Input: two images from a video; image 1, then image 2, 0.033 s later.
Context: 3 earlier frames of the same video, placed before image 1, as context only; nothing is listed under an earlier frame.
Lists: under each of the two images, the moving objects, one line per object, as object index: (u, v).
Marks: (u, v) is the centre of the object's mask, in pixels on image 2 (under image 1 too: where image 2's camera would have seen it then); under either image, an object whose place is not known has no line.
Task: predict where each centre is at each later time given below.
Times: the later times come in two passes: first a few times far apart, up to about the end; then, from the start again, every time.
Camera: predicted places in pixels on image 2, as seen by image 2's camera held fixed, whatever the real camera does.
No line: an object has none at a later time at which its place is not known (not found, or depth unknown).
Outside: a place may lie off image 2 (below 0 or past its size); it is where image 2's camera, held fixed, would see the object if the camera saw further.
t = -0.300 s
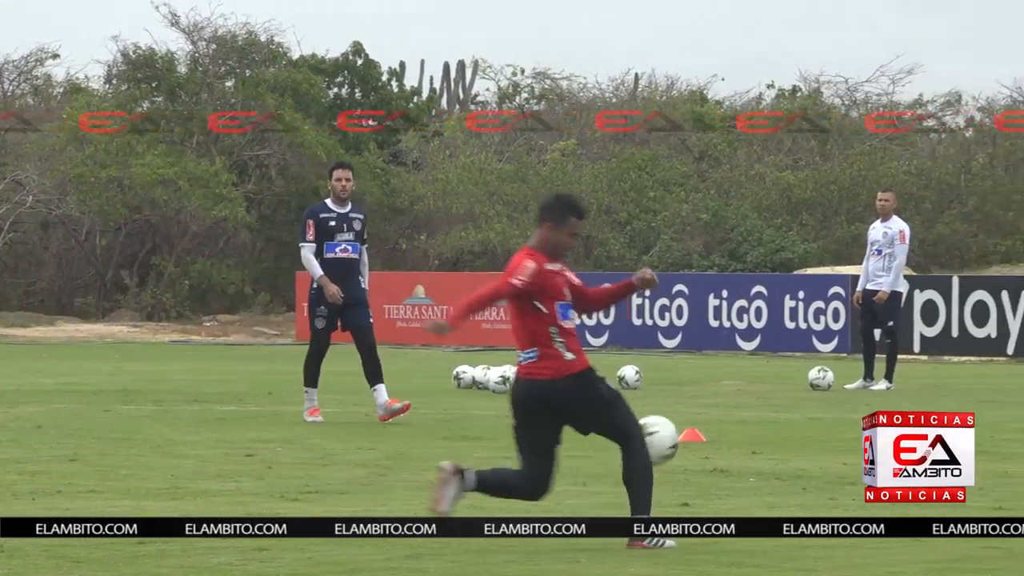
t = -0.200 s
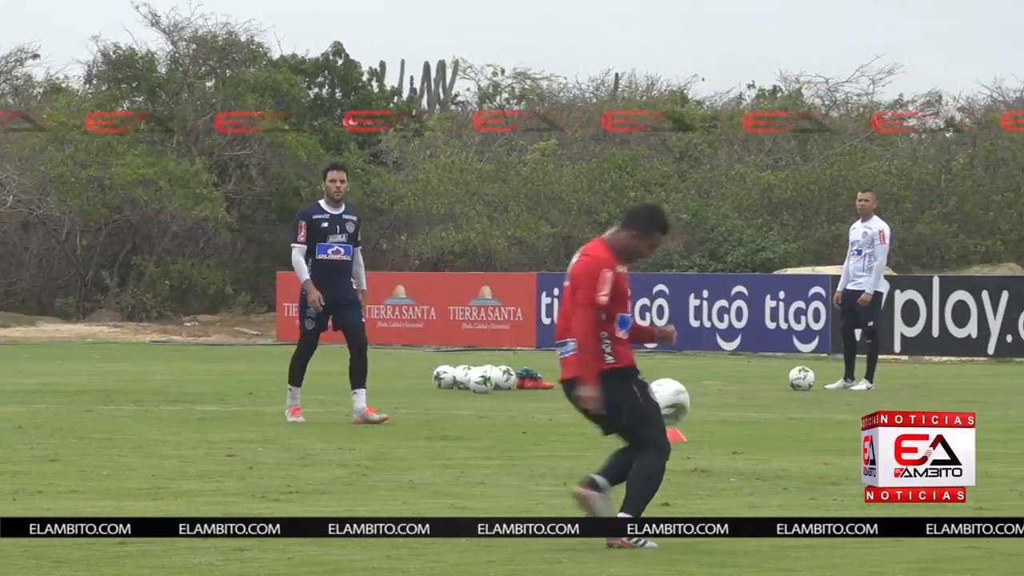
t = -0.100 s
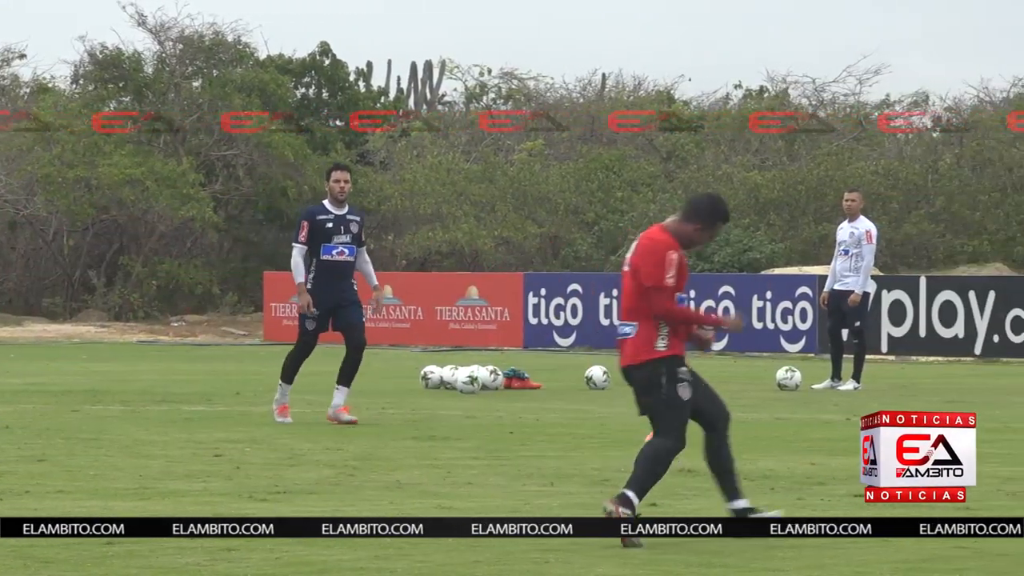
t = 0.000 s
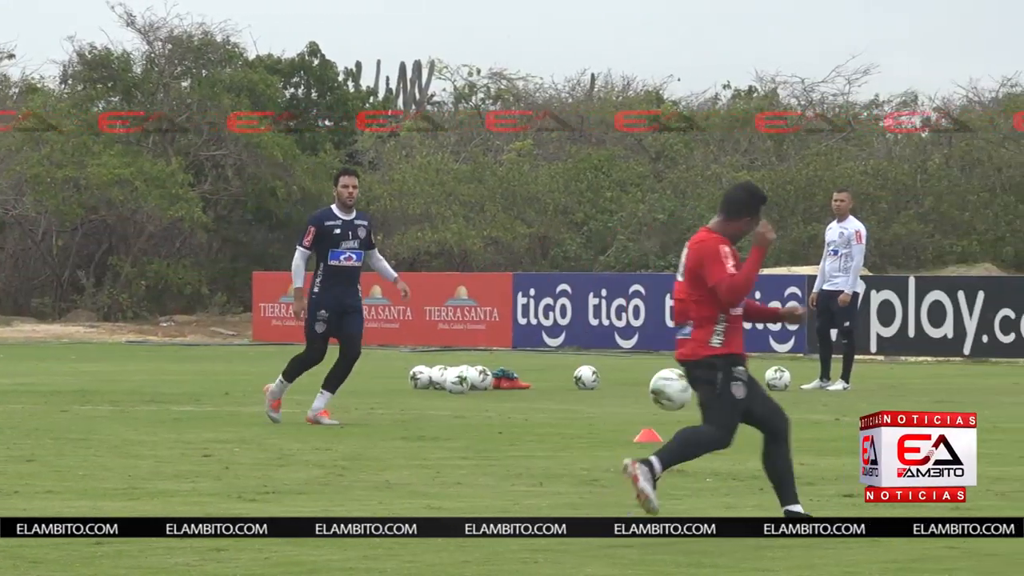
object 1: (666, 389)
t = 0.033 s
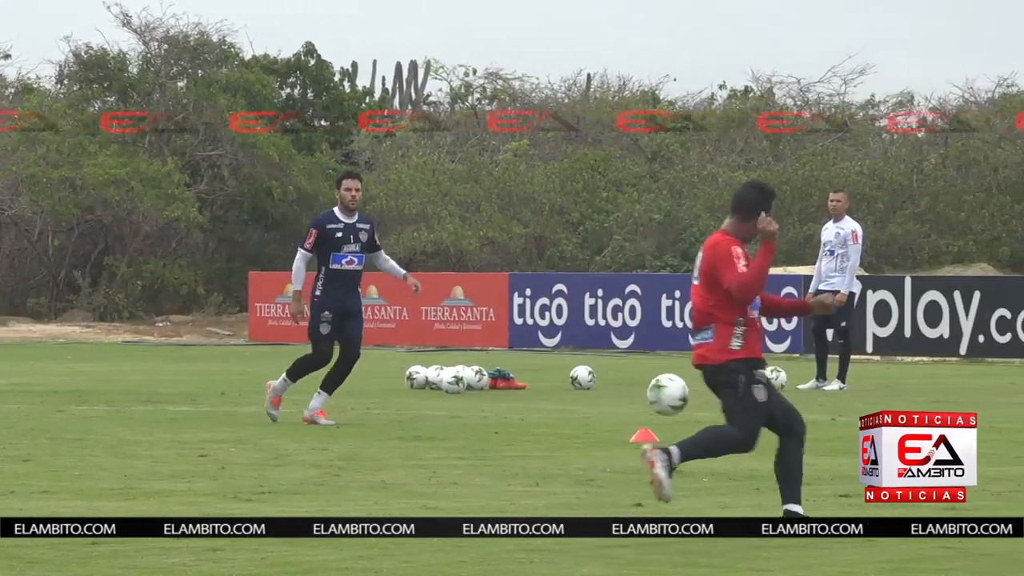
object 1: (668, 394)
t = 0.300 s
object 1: (653, 419)
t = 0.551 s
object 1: (623, 418)
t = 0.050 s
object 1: (668, 397)
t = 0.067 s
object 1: (667, 401)
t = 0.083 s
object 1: (668, 405)
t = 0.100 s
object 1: (667, 410)
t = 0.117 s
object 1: (666, 415)
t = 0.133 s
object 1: (666, 420)
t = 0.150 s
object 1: (664, 426)
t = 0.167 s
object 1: (663, 433)
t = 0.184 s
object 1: (661, 440)
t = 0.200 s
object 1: (660, 446)
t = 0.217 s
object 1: (659, 446)
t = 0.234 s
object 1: (658, 440)
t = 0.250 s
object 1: (657, 434)
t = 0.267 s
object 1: (656, 428)
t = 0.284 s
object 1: (655, 424)
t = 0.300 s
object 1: (653, 419)
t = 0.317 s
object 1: (652, 416)
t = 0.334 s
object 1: (651, 413)
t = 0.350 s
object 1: (650, 410)
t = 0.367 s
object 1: (647, 408)
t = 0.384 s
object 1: (646, 407)
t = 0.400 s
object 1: (644, 406)
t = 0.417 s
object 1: (642, 405)
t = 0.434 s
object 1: (640, 405)
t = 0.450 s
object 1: (638, 406)
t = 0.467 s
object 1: (635, 407)
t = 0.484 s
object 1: (633, 408)
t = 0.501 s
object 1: (631, 410)
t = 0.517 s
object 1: (628, 412)
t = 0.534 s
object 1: (626, 415)
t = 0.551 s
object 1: (623, 418)
